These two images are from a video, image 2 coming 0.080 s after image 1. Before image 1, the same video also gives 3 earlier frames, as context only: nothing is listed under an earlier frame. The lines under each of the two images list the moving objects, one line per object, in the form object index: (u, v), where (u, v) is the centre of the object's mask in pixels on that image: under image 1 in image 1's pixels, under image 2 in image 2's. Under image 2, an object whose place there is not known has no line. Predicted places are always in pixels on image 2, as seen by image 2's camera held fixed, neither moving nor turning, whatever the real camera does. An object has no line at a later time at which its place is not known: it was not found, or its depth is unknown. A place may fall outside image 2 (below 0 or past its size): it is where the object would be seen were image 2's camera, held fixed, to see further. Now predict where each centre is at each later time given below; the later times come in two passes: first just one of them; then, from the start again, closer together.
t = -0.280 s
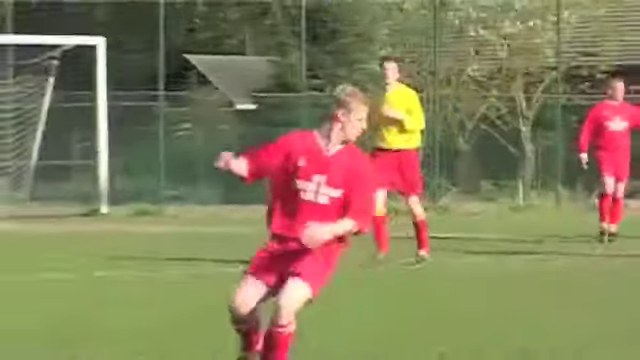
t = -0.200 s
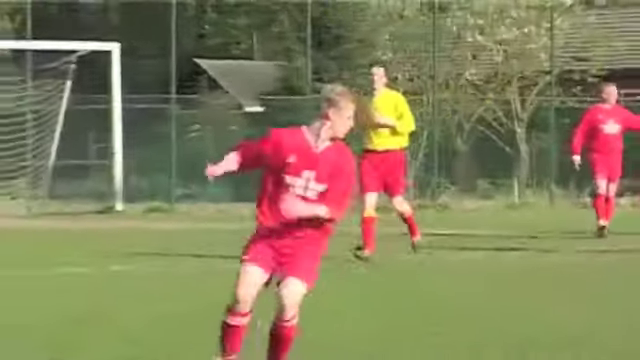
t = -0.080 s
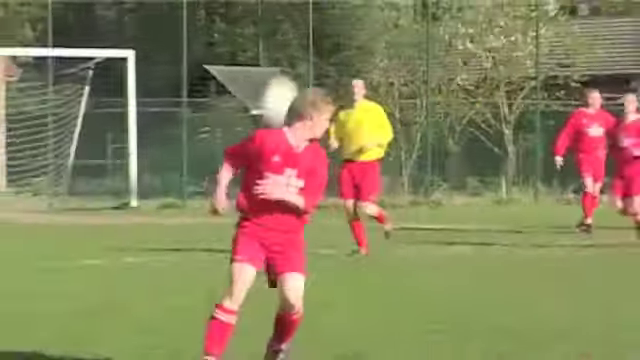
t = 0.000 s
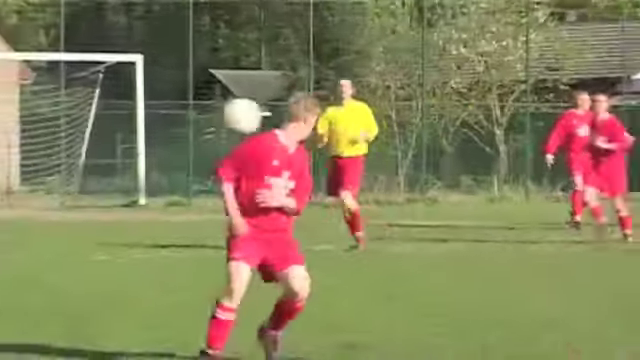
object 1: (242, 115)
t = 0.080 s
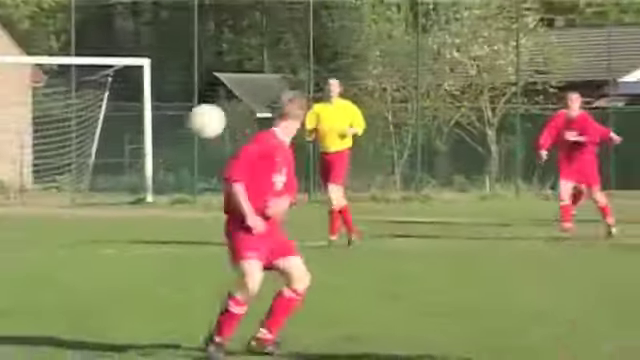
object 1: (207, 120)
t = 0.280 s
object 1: (114, 174)
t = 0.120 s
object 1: (188, 125)
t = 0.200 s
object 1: (151, 145)
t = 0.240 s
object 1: (131, 154)
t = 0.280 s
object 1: (114, 174)
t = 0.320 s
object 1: (98, 190)
